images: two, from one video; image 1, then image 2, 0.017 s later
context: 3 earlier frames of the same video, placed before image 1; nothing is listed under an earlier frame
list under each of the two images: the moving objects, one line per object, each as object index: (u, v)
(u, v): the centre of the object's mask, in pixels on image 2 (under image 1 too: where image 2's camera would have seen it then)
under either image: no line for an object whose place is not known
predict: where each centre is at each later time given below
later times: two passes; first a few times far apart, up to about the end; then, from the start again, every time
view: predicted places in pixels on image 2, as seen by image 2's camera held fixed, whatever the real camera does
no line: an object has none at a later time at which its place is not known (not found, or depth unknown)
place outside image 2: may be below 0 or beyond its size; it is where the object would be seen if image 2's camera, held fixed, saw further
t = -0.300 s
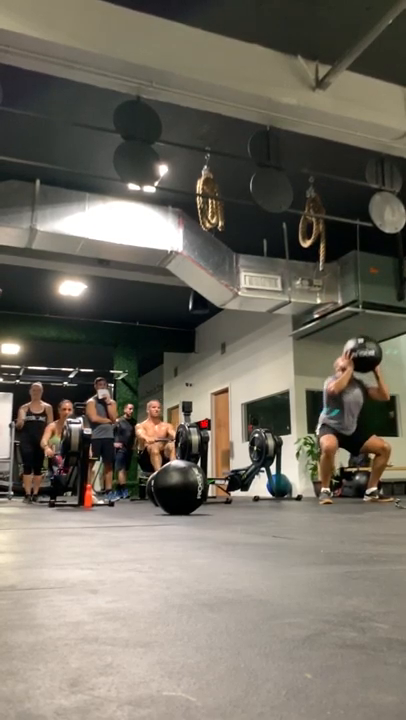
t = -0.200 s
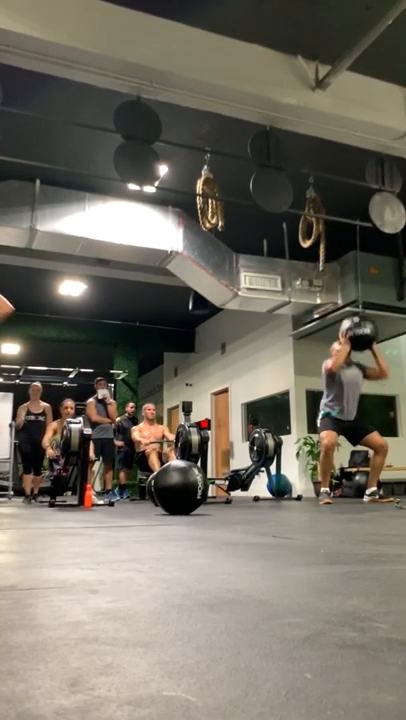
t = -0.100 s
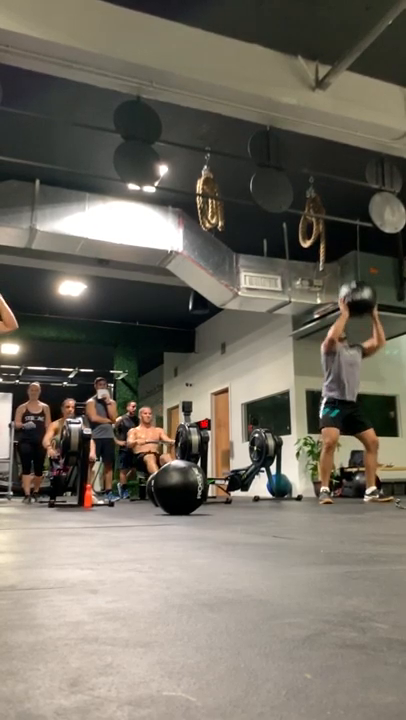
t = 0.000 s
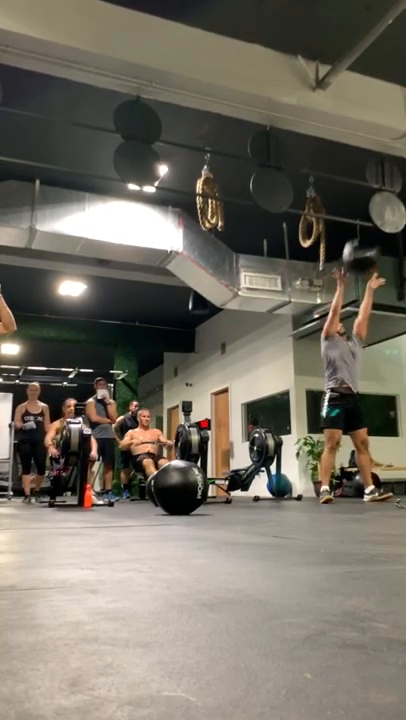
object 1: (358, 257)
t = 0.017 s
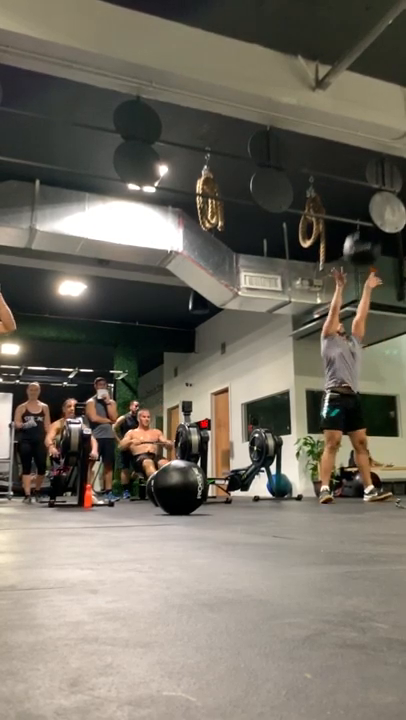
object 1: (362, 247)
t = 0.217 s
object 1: (364, 194)
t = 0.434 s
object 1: (359, 193)
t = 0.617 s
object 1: (355, 234)
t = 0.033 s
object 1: (362, 242)
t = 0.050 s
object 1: (362, 238)
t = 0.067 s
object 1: (363, 237)
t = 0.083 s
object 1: (362, 229)
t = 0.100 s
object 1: (361, 225)
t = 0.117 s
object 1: (360, 217)
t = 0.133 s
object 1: (360, 208)
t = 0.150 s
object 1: (361, 204)
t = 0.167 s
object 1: (362, 202)
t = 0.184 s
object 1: (362, 200)
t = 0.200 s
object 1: (363, 196)
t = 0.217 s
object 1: (364, 194)
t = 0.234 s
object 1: (364, 194)
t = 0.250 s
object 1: (364, 194)
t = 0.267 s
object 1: (363, 193)
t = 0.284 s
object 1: (363, 189)
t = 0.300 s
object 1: (362, 189)
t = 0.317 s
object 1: (362, 189)
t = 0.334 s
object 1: (361, 189)
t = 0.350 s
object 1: (361, 189)
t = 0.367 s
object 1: (360, 189)
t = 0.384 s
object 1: (360, 190)
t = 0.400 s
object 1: (359, 191)
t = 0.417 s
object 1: (359, 192)
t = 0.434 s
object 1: (359, 193)
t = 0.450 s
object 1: (358, 195)
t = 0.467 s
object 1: (358, 199)
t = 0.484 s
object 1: (357, 201)
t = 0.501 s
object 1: (357, 201)
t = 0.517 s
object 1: (357, 203)
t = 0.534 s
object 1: (357, 204)
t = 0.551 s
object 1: (356, 210)
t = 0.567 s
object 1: (355, 215)
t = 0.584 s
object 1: (355, 219)
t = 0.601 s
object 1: (355, 224)
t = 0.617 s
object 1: (355, 234)
